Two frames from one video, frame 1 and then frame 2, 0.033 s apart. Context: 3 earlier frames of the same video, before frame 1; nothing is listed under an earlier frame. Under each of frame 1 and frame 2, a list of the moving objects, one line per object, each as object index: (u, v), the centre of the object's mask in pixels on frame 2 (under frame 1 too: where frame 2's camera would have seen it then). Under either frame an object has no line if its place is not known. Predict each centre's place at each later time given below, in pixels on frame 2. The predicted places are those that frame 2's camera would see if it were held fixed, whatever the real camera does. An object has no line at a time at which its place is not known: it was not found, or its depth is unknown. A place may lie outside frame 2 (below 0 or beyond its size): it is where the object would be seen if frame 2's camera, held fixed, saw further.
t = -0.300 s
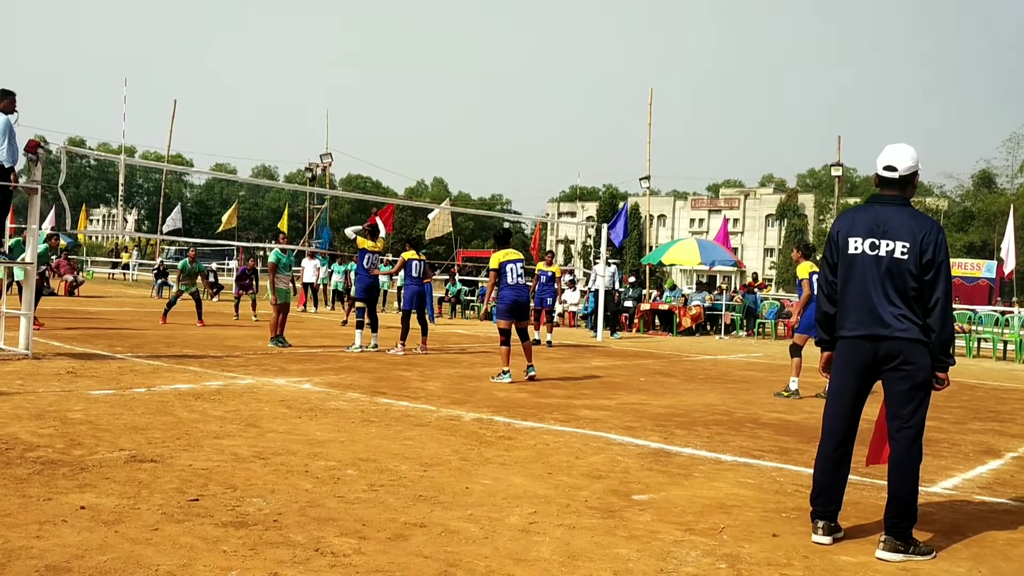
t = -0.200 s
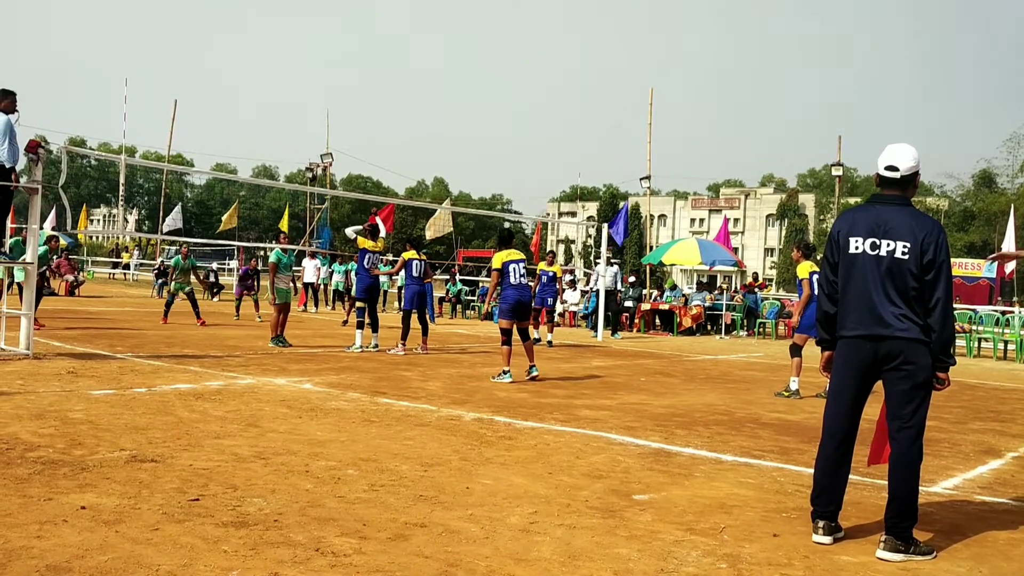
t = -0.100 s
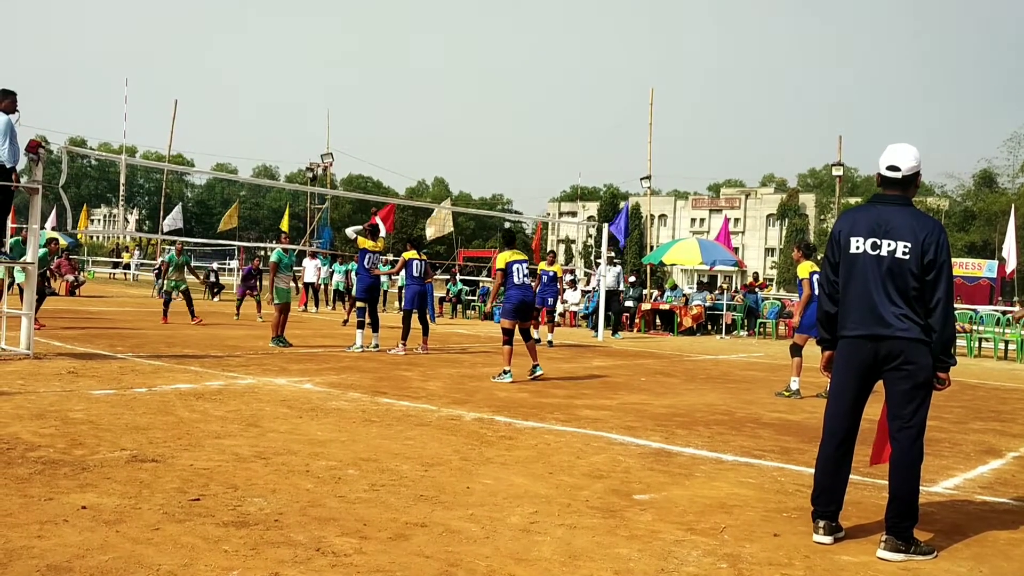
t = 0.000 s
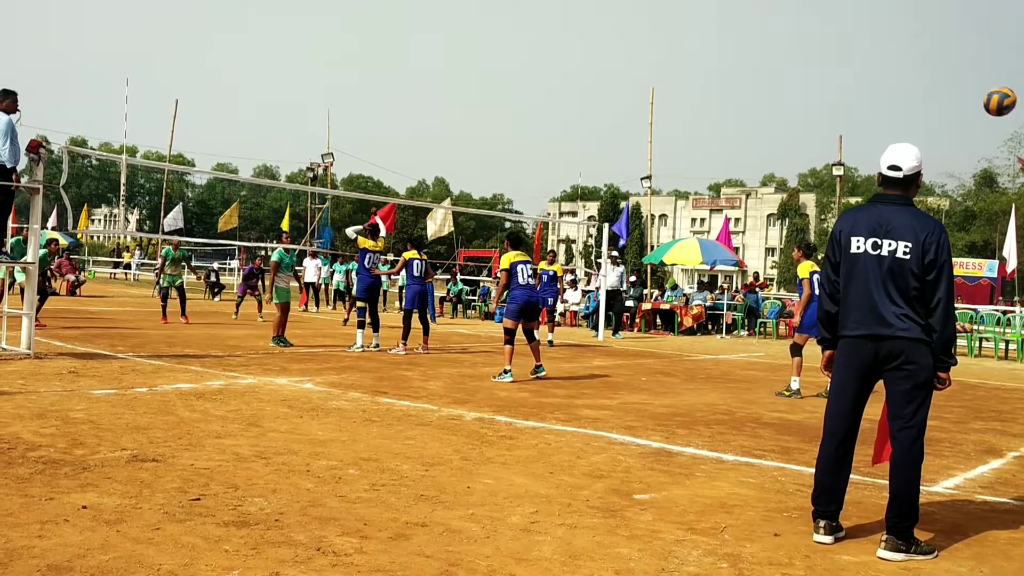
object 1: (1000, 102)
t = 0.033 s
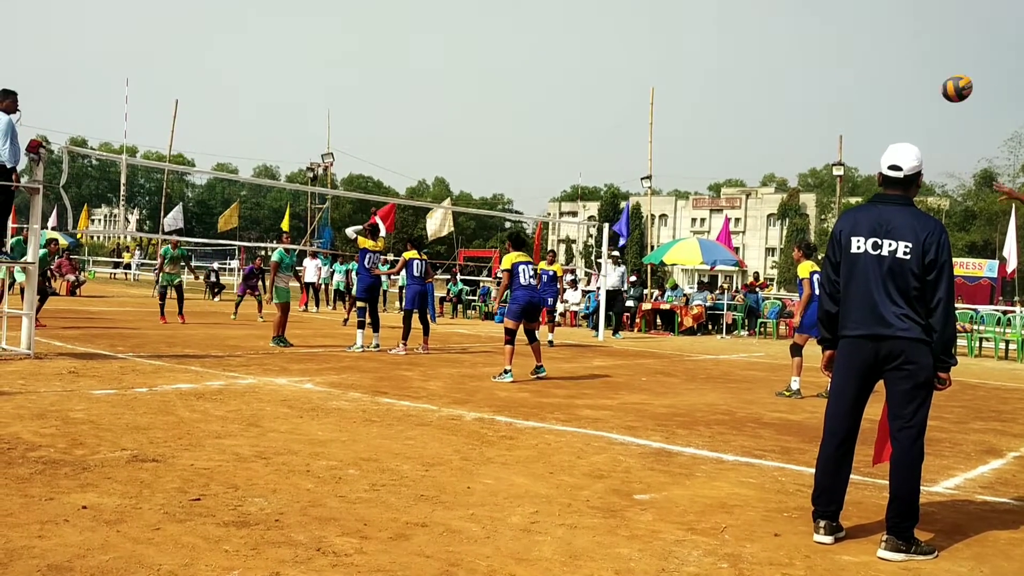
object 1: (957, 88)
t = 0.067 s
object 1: (918, 78)
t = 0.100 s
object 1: (882, 69)
